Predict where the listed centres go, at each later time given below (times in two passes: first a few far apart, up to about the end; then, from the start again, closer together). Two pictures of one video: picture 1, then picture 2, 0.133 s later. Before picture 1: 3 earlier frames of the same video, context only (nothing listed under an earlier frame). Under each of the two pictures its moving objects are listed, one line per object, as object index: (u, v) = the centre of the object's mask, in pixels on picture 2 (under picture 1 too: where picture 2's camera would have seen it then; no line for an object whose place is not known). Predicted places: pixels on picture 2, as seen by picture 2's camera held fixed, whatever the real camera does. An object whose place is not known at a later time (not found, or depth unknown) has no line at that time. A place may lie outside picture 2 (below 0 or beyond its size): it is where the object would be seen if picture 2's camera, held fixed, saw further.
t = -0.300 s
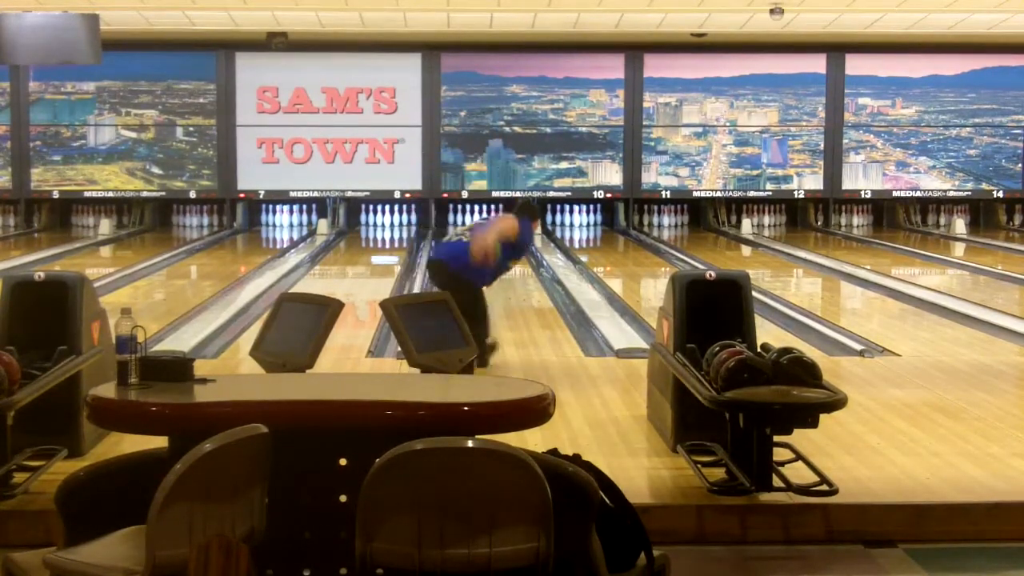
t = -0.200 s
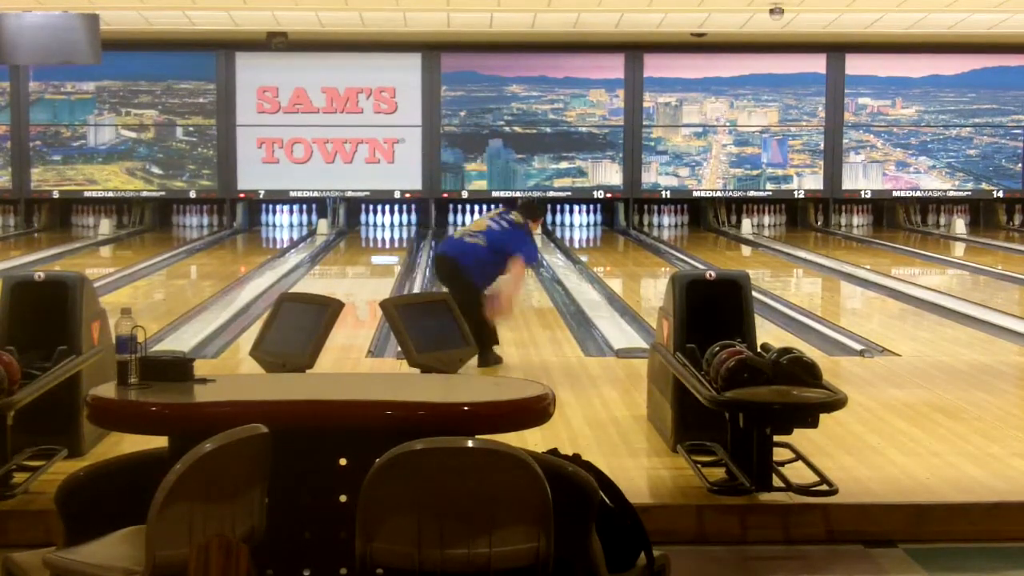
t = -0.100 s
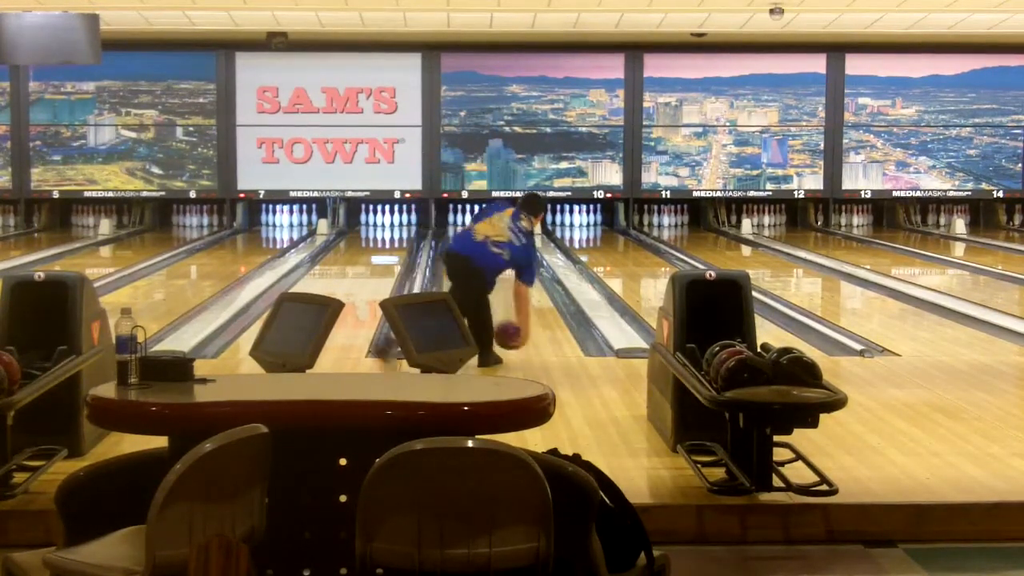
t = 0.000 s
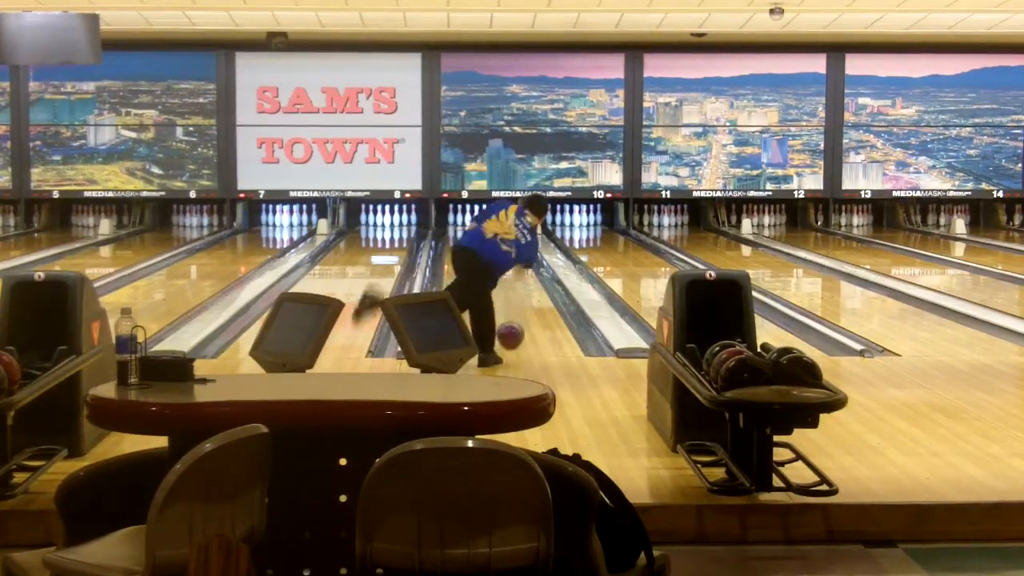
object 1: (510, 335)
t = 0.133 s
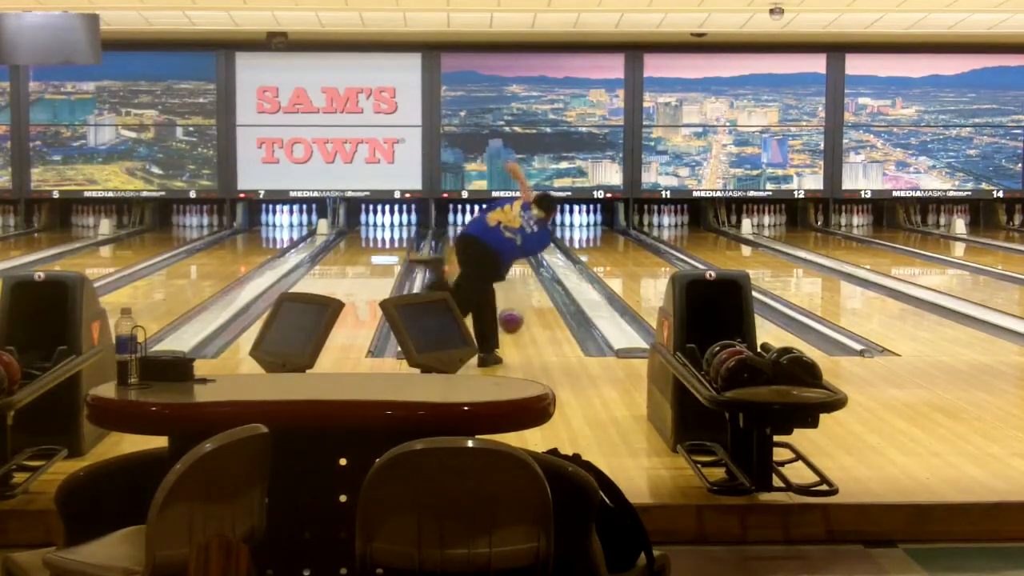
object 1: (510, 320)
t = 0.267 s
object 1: (511, 313)
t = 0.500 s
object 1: (516, 292)
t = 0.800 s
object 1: (507, 271)
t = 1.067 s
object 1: (505, 257)
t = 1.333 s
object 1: (504, 247)
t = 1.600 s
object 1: (498, 239)
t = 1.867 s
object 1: (491, 231)
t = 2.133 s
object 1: (484, 226)
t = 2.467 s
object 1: (467, 220)
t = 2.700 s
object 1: (459, 218)
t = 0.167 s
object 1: (510, 317)
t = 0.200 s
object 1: (510, 314)
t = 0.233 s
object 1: (511, 312)
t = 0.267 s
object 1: (511, 313)
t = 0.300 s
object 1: (510, 311)
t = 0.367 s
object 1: (511, 299)
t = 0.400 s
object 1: (512, 297)
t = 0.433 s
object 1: (513, 295)
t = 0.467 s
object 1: (514, 293)
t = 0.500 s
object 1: (516, 292)
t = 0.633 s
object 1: (503, 277)
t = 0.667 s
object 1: (504, 276)
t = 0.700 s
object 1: (506, 275)
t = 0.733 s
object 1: (509, 273)
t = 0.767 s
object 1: (508, 272)
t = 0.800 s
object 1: (507, 271)
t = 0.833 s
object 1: (507, 269)
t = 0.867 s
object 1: (507, 267)
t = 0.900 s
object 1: (506, 266)
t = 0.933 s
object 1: (506, 264)
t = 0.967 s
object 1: (506, 264)
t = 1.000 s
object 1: (506, 260)
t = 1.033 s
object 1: (505, 259)
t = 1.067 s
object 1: (505, 257)
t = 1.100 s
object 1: (505, 256)
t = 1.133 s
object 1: (505, 255)
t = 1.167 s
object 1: (505, 254)
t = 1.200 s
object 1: (504, 252)
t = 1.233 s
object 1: (504, 251)
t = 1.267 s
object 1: (503, 250)
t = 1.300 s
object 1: (503, 248)
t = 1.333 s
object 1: (504, 247)
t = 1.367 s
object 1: (502, 246)
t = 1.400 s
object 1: (500, 245)
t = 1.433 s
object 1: (501, 244)
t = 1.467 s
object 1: (500, 243)
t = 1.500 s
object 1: (500, 242)
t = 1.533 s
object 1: (499, 240)
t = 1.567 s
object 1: (499, 239)
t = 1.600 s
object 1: (498, 239)
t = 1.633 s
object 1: (497, 238)
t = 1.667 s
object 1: (496, 237)
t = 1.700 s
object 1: (496, 236)
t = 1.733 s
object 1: (495, 236)
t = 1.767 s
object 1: (494, 231)
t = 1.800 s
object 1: (493, 232)
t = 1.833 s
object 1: (493, 233)
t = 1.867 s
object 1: (491, 231)
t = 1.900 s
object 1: (490, 230)
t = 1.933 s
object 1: (489, 230)
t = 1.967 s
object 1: (488, 229)
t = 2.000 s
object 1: (487, 228)
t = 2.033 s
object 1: (486, 227)
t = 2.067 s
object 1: (485, 227)
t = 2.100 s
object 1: (484, 227)
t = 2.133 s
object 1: (484, 226)
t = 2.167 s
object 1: (482, 224)
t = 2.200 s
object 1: (480, 224)
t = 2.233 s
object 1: (479, 223)
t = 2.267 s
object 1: (477, 223)
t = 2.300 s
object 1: (476, 222)
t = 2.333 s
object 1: (476, 223)
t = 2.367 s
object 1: (473, 222)
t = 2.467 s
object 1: (467, 220)
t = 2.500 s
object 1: (467, 220)
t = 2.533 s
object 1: (467, 220)
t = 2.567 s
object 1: (462, 220)
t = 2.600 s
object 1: (462, 219)
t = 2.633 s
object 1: (462, 220)
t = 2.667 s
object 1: (460, 219)
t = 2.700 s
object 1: (459, 218)
